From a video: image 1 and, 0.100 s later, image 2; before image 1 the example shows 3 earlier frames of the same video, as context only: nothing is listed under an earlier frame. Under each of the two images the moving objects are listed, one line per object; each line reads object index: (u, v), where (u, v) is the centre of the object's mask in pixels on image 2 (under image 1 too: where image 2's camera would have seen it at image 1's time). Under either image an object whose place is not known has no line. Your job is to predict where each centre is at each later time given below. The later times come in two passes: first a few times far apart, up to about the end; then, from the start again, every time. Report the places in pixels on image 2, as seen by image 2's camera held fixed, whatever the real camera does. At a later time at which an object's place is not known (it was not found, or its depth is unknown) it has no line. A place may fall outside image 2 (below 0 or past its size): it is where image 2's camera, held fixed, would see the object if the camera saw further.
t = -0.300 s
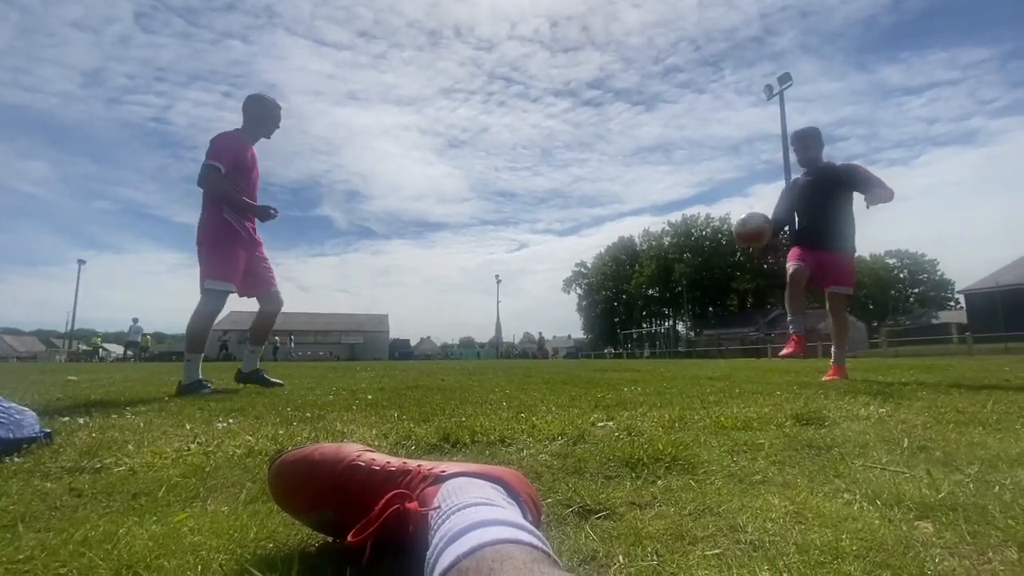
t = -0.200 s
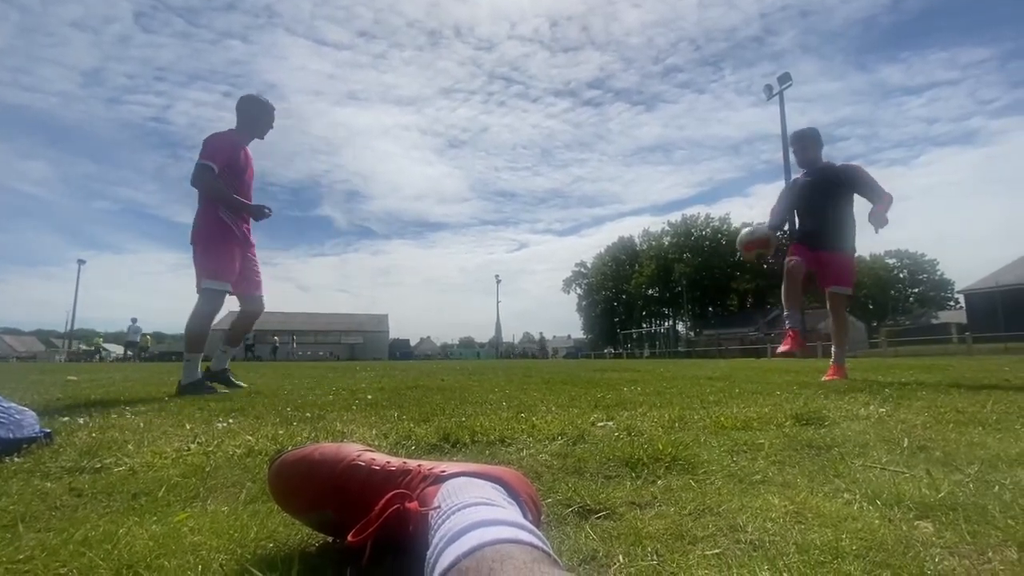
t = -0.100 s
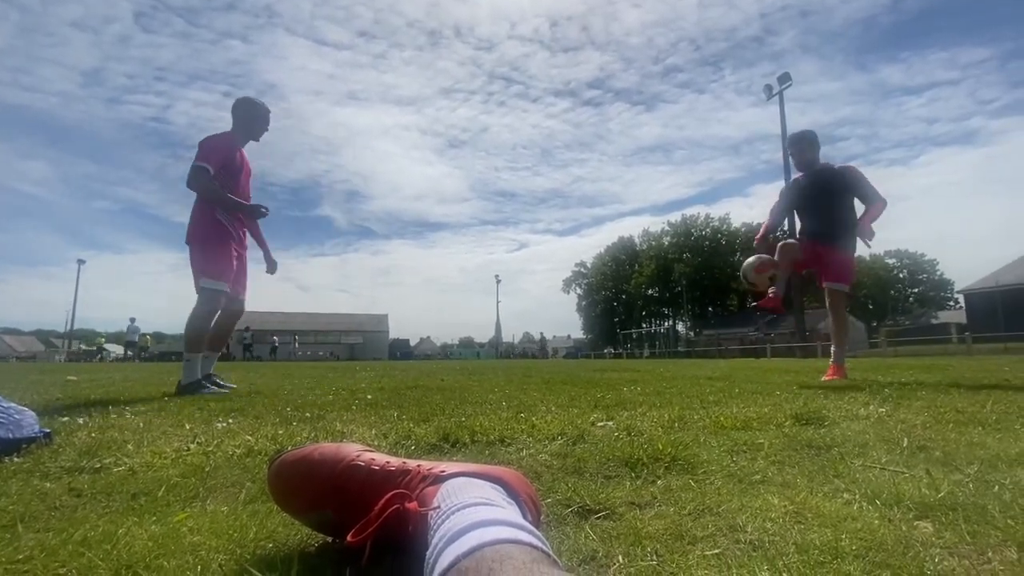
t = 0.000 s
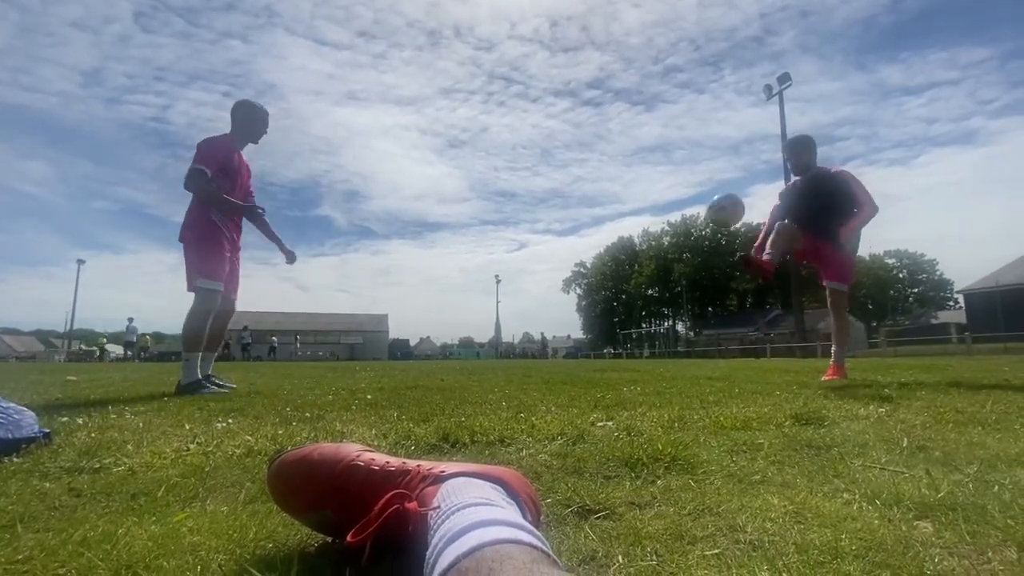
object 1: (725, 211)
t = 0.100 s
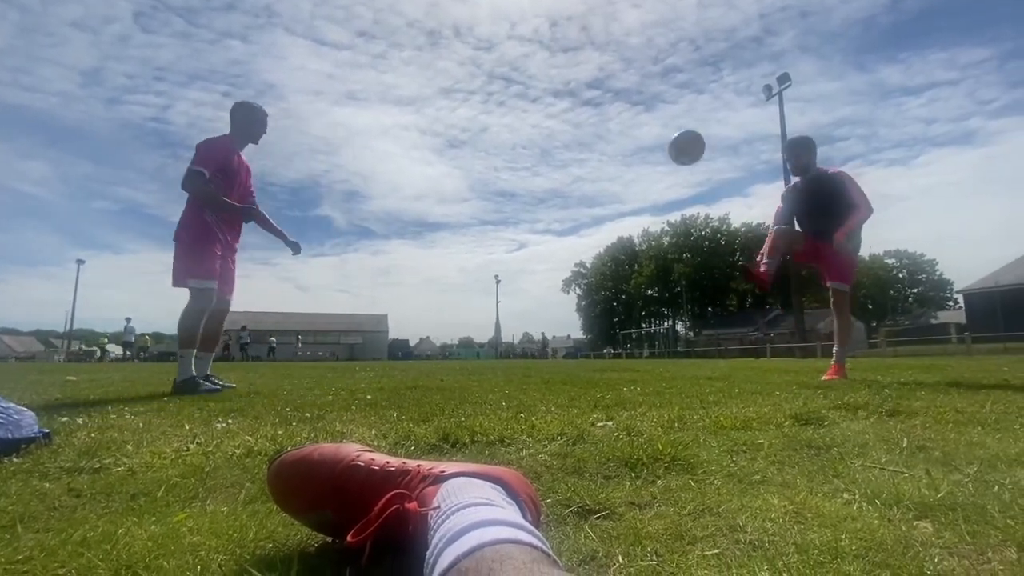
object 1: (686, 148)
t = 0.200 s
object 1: (650, 99)
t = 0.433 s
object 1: (567, 42)
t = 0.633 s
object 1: (496, 55)
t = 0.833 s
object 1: (420, 133)
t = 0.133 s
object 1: (674, 130)
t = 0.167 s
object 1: (662, 114)
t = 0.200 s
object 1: (650, 99)
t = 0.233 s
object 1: (638, 87)
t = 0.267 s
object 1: (626, 75)
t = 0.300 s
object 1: (614, 66)
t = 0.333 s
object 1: (602, 57)
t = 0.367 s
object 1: (590, 51)
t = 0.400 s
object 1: (579, 46)
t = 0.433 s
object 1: (567, 42)
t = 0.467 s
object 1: (555, 40)
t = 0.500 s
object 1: (543, 40)
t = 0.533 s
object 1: (531, 41)
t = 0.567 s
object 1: (520, 44)
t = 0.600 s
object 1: (508, 49)
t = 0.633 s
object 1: (496, 55)
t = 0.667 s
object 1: (484, 63)
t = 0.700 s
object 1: (471, 73)
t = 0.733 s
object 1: (459, 85)
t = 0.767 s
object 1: (446, 99)
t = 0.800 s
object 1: (433, 115)
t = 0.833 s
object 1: (420, 133)
